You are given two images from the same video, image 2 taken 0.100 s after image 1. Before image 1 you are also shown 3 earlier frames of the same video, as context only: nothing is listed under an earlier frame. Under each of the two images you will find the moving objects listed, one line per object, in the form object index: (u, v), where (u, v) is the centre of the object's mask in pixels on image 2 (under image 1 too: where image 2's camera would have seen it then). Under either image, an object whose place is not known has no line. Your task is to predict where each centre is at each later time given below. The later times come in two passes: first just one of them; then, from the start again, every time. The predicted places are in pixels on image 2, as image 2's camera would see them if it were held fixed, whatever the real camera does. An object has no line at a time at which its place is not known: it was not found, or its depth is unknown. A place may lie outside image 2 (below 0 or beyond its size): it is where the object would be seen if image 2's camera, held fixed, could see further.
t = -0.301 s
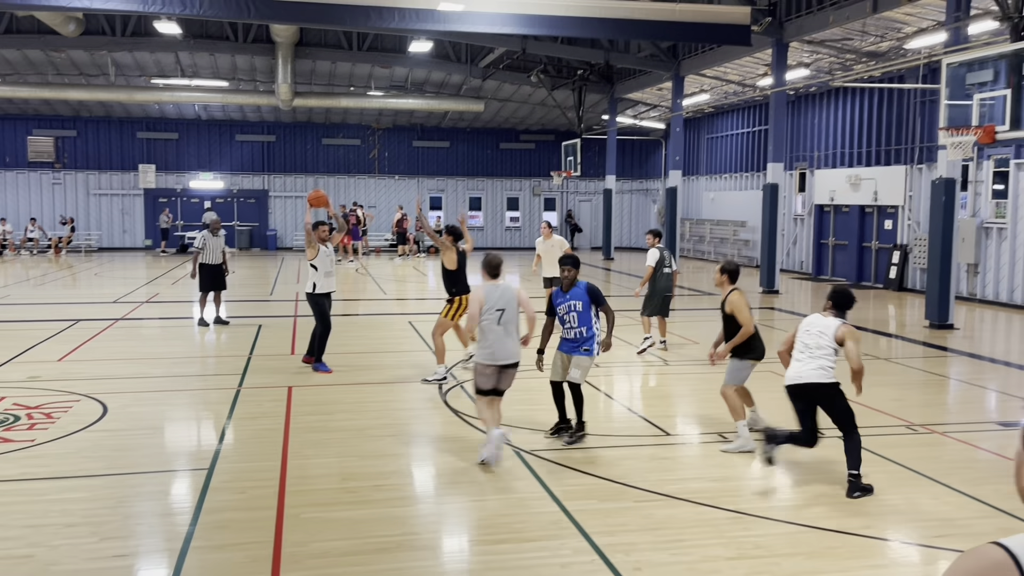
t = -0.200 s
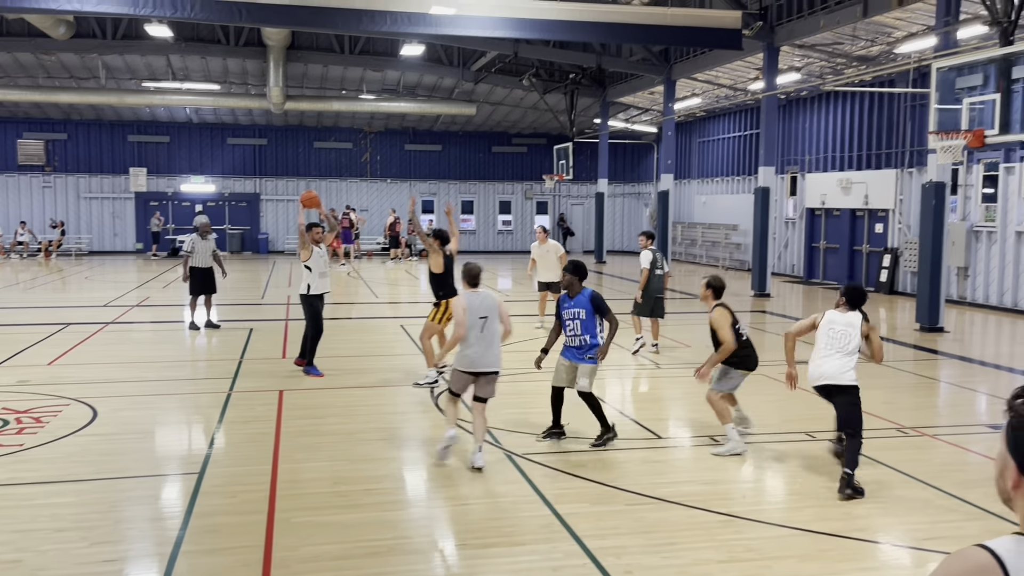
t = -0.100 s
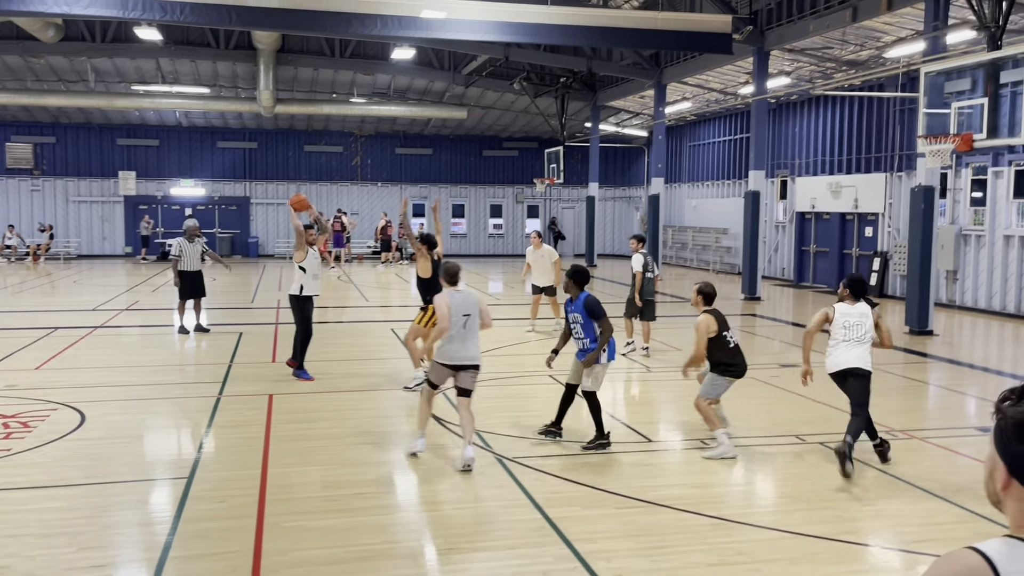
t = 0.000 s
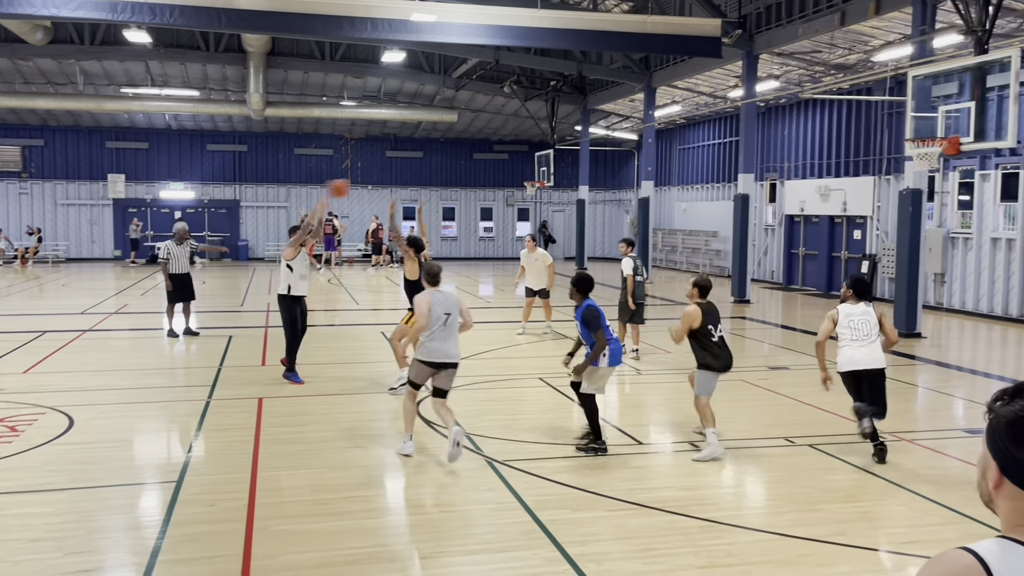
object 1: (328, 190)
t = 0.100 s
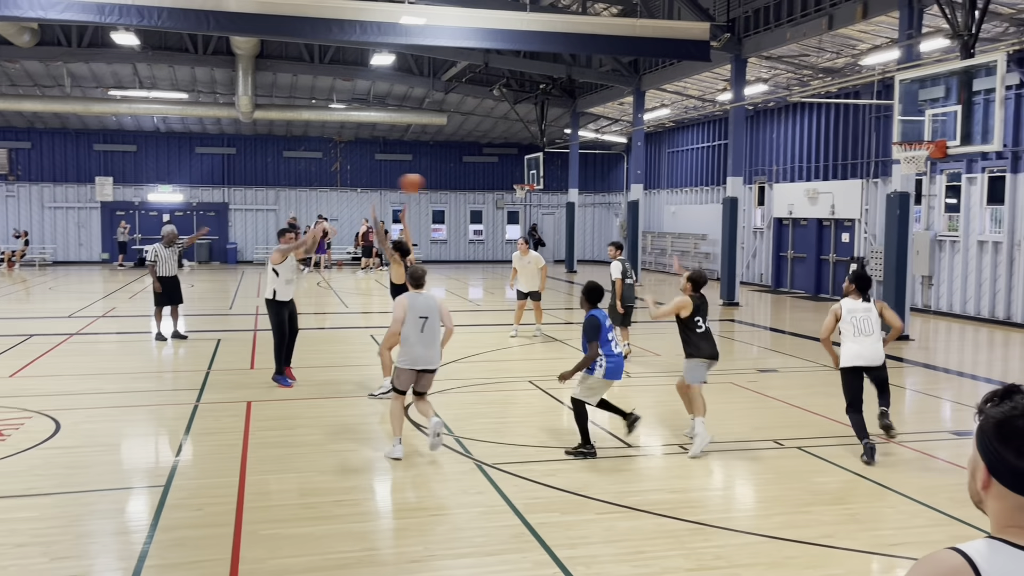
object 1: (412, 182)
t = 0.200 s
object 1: (494, 182)
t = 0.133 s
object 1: (439, 182)
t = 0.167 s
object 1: (467, 182)
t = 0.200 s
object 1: (494, 182)
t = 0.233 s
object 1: (520, 184)
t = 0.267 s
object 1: (549, 187)
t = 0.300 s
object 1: (576, 190)
